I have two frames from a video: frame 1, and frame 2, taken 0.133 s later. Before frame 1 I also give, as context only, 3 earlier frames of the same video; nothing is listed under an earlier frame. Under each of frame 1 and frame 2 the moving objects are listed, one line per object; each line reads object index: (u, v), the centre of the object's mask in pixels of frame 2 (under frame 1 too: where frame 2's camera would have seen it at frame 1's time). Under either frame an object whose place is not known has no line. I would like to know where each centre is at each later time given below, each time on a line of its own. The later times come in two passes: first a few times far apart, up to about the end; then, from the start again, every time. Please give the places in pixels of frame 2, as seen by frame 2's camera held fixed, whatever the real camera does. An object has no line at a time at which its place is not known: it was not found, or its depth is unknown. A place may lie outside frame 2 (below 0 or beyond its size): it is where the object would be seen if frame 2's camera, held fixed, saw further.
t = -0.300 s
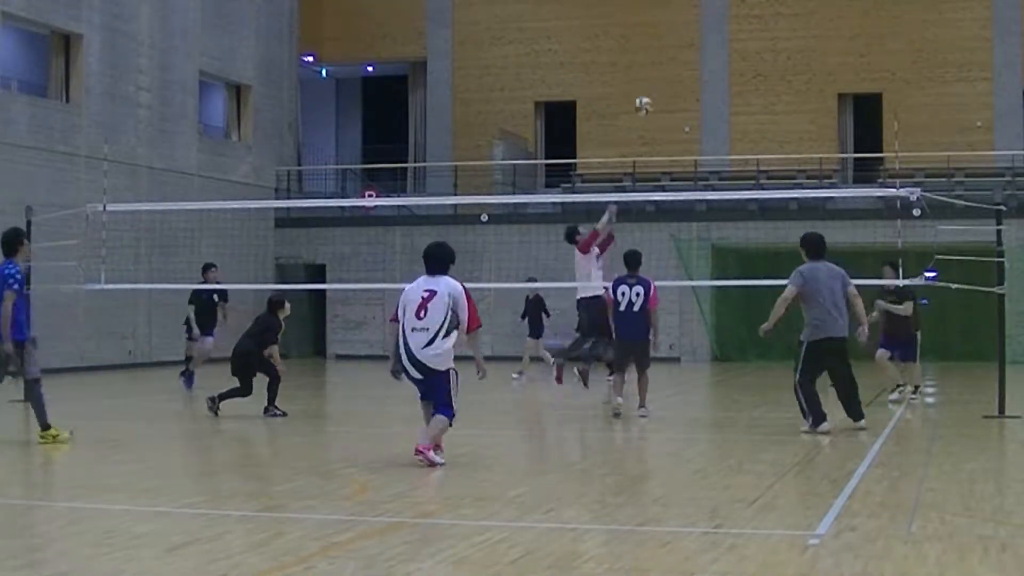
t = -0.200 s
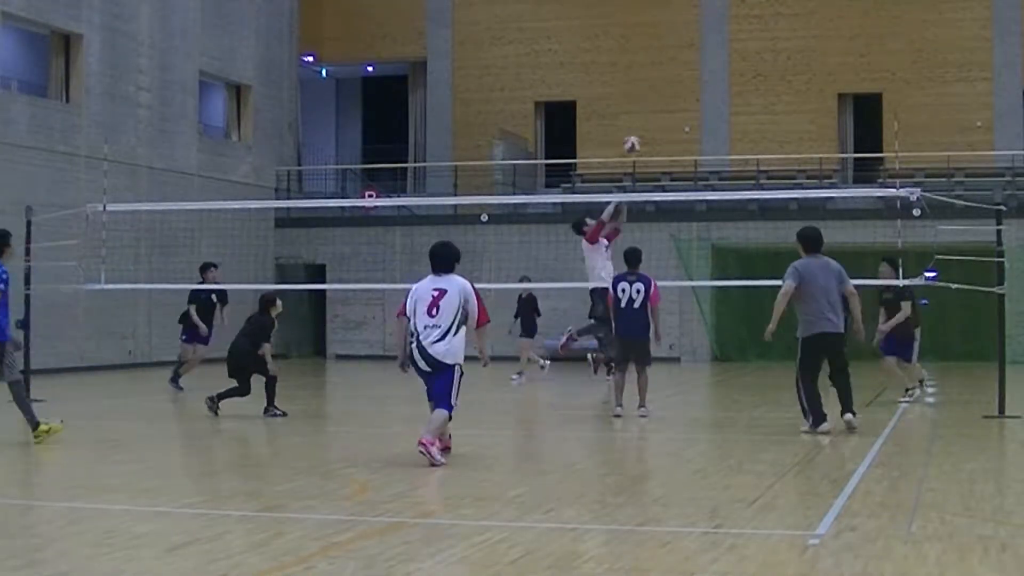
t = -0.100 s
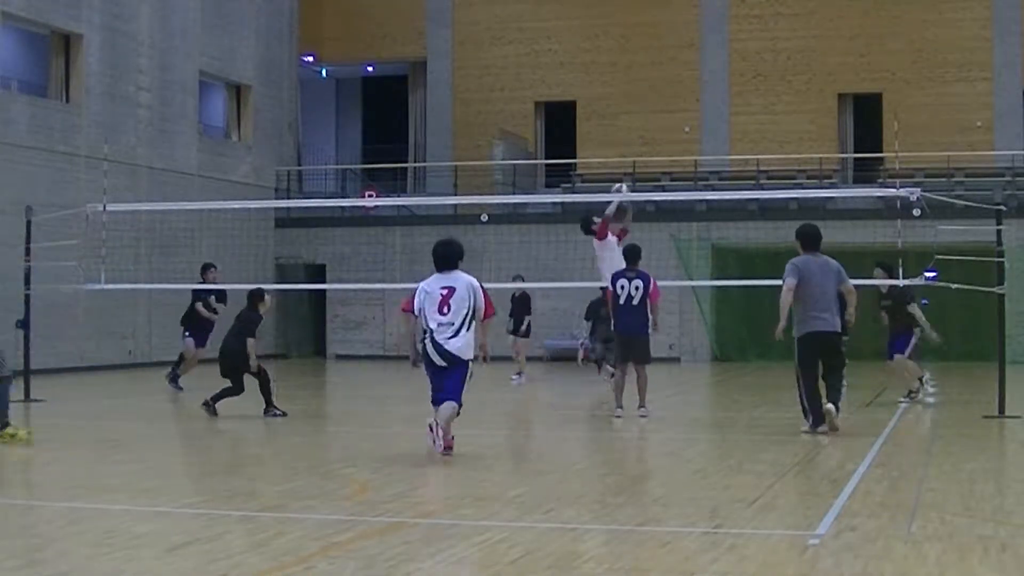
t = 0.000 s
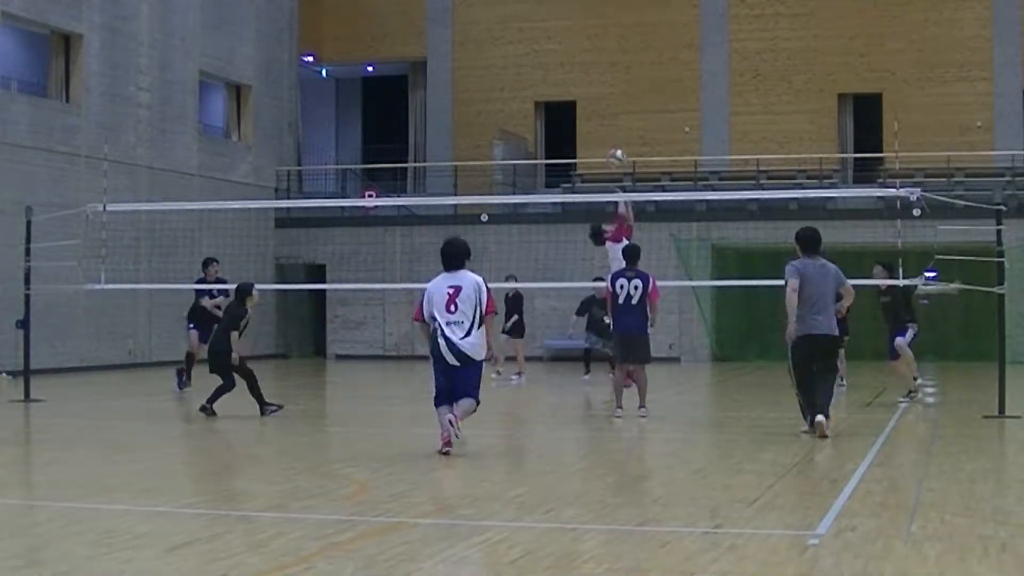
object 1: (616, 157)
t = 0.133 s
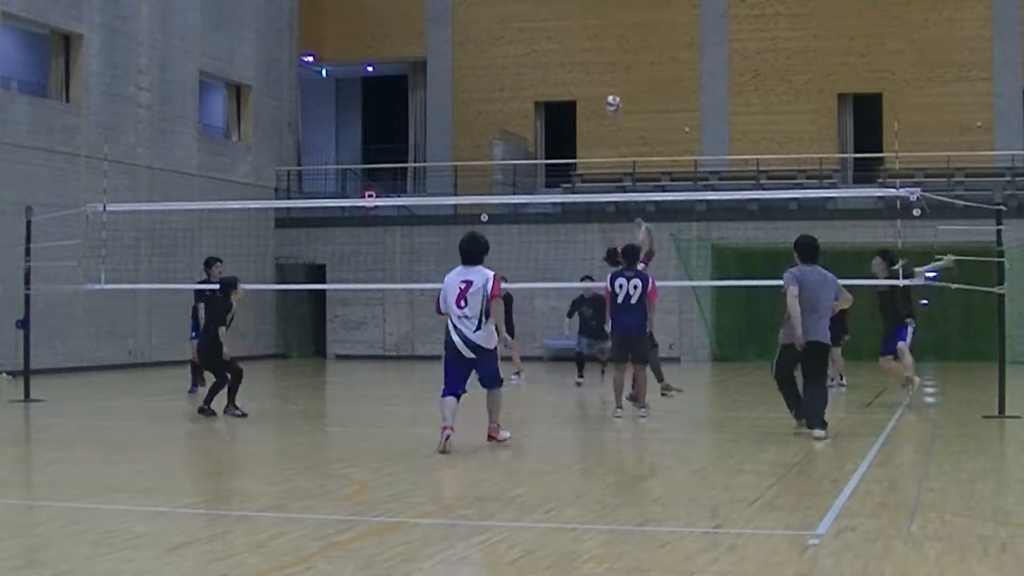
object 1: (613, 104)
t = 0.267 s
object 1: (609, 67)
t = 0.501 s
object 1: (605, 42)
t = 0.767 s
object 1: (602, 65)
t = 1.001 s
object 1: (600, 131)
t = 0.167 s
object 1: (612, 93)
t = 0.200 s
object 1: (610, 83)
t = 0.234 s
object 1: (609, 74)
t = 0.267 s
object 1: (609, 67)
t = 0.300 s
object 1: (608, 60)
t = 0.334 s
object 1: (608, 55)
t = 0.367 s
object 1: (607, 51)
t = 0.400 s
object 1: (607, 47)
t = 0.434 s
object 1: (606, 44)
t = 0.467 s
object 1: (606, 43)
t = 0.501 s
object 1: (605, 42)
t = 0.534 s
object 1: (605, 42)
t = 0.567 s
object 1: (605, 43)
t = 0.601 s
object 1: (604, 44)
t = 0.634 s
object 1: (604, 47)
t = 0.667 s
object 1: (604, 50)
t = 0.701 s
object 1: (603, 54)
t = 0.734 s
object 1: (602, 59)
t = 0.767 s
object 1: (602, 65)
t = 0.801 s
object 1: (602, 72)
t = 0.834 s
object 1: (601, 80)
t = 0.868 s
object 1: (601, 89)
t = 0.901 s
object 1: (600, 98)
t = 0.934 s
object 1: (599, 108)
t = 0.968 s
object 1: (599, 119)
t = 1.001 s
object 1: (600, 131)
